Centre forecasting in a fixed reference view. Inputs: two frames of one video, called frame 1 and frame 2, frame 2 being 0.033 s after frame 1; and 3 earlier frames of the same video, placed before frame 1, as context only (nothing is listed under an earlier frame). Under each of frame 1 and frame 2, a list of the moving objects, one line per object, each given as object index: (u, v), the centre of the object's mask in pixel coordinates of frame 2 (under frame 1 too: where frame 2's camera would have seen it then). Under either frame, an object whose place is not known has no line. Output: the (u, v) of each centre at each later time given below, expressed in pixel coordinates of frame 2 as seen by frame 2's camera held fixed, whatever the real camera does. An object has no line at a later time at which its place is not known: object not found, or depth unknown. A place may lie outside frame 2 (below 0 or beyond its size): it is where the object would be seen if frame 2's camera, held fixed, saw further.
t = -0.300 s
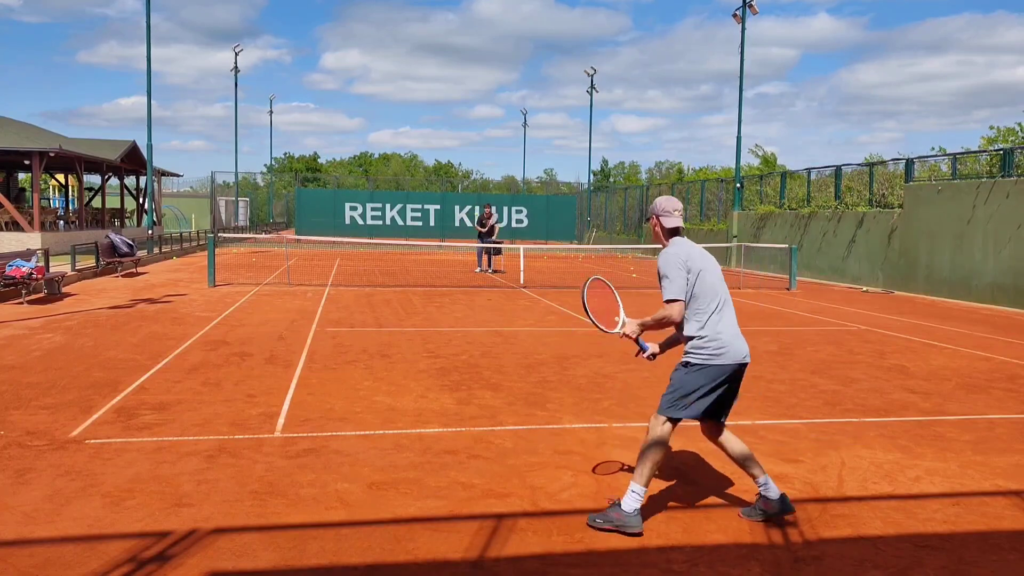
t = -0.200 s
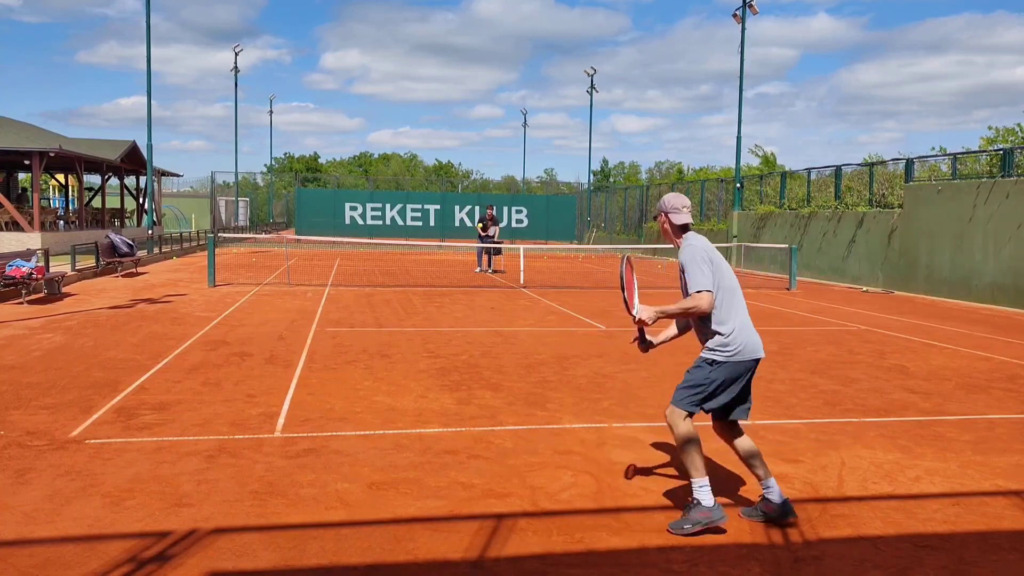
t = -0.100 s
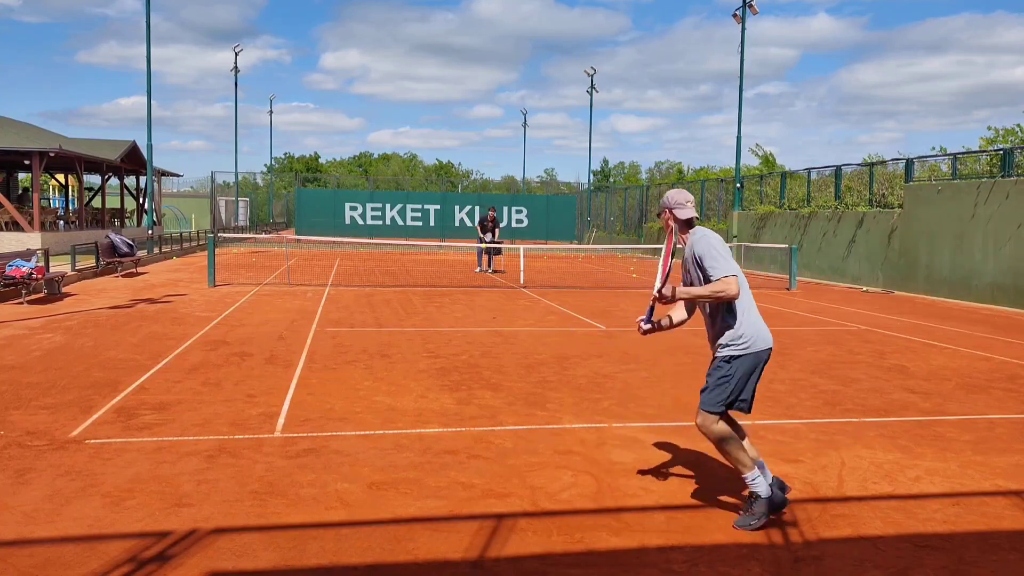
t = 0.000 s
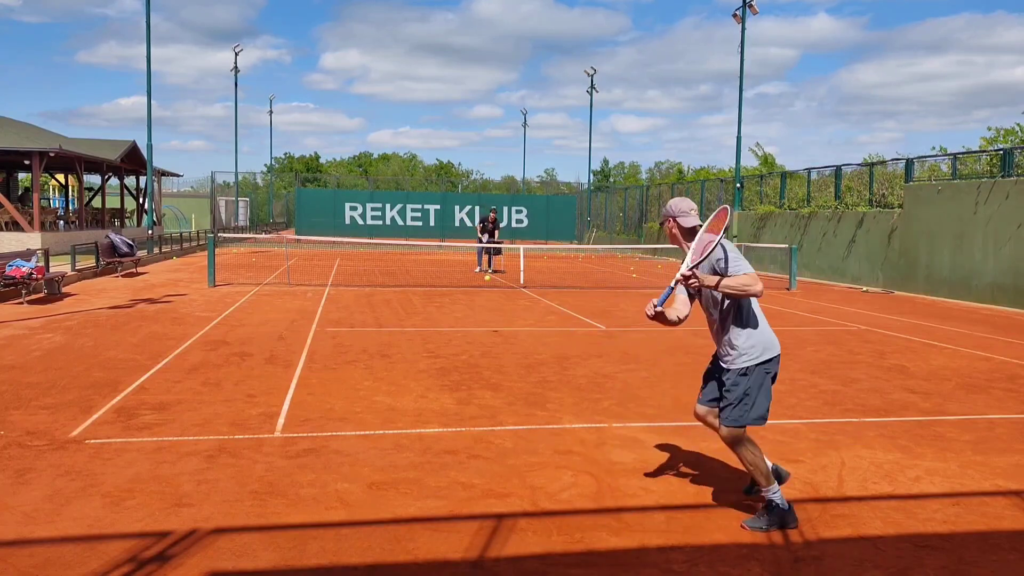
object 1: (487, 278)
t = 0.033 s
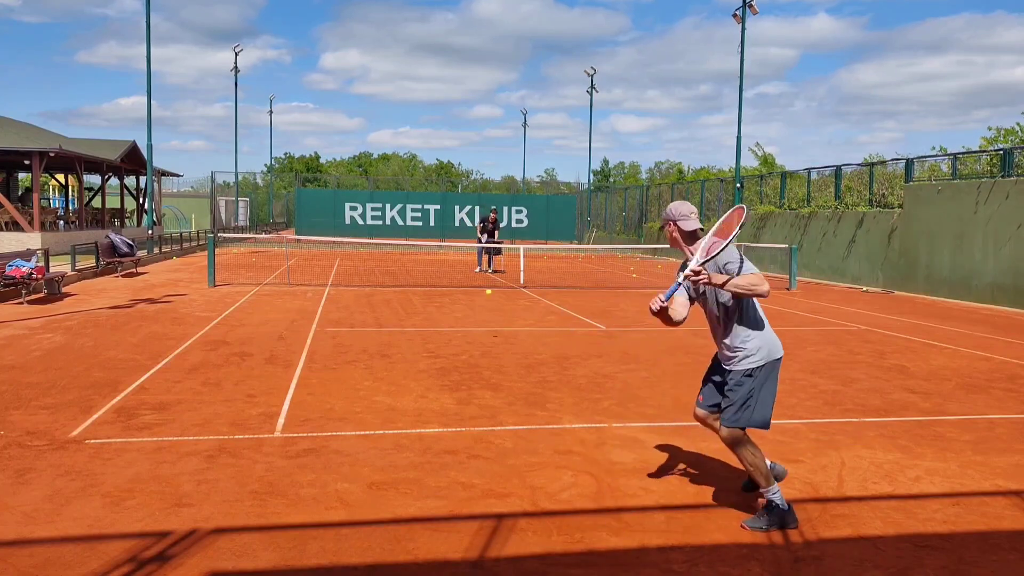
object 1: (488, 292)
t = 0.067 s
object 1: (490, 308)
